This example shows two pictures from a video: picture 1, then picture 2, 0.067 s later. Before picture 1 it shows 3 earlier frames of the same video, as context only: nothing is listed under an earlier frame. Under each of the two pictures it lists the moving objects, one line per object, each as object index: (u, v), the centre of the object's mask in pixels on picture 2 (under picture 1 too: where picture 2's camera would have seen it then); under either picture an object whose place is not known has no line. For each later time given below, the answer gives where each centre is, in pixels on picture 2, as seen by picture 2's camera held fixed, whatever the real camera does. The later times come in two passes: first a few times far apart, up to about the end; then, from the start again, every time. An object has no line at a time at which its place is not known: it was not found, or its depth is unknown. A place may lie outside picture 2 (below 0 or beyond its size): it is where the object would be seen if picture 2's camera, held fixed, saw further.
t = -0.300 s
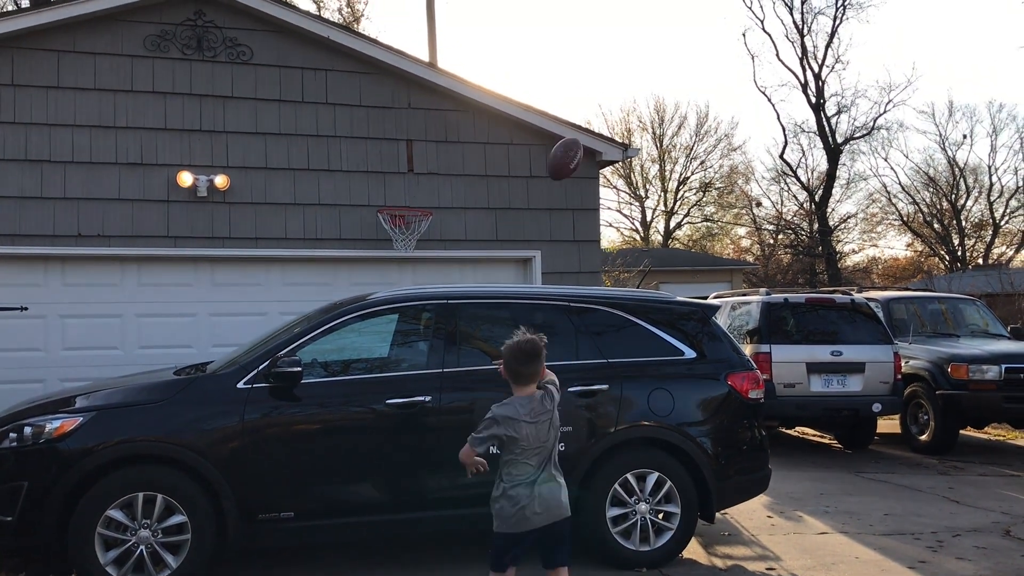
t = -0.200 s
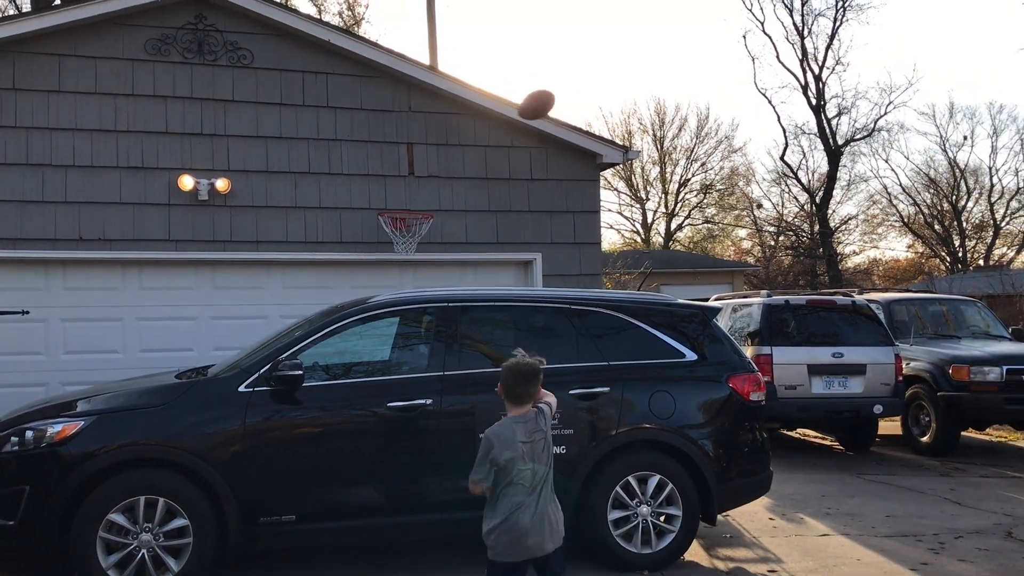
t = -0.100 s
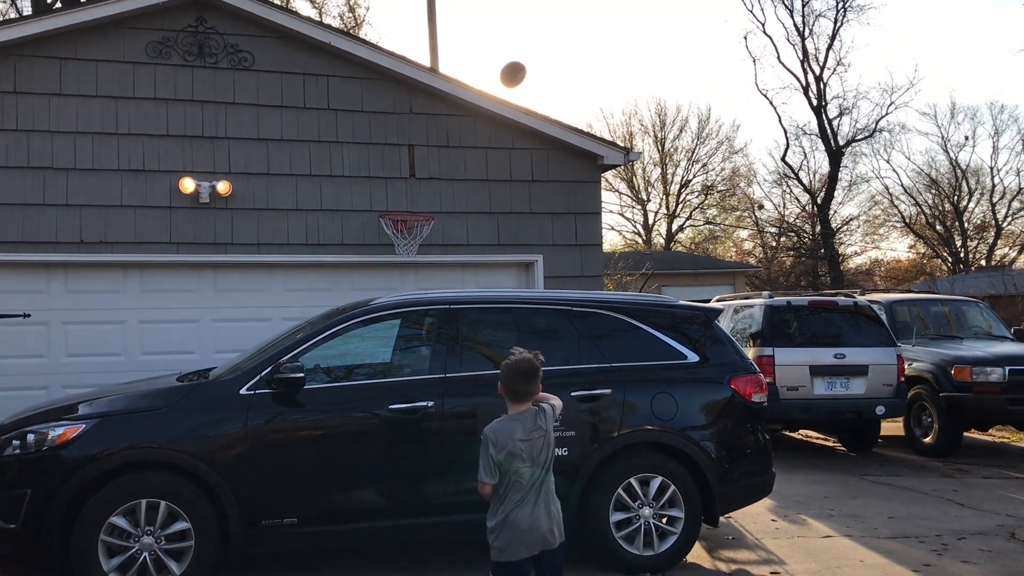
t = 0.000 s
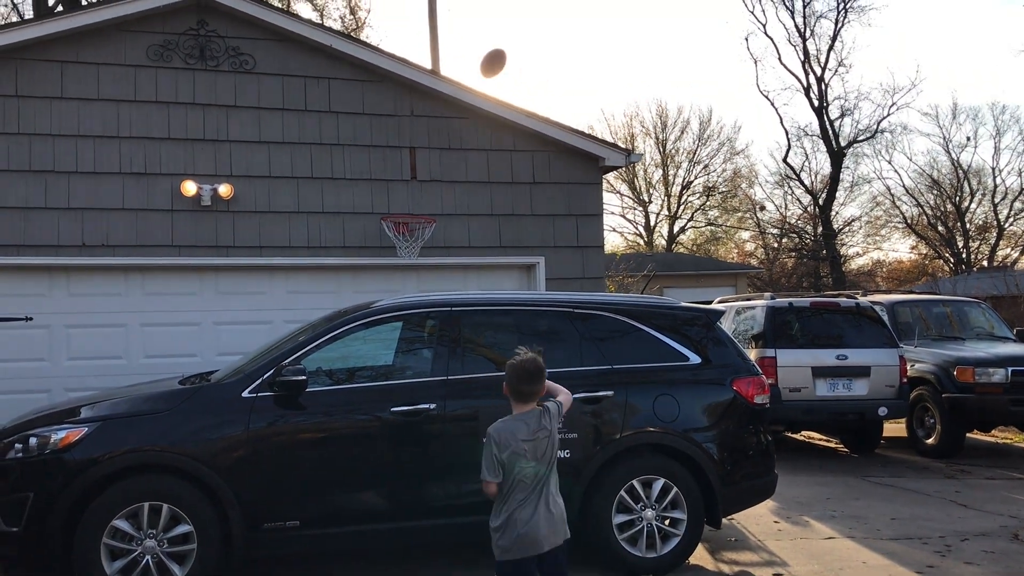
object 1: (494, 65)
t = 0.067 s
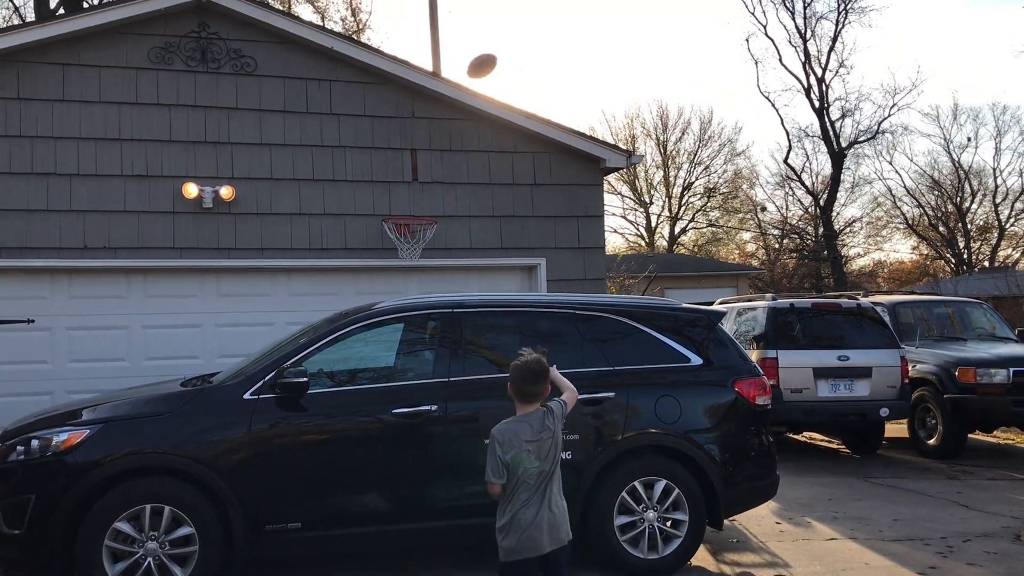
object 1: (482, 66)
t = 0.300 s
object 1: (446, 108)
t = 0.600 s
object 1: (415, 213)
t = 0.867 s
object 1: (390, 154)
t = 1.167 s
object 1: (364, 180)
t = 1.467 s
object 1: (318, 306)
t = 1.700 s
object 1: (217, 330)
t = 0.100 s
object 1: (476, 68)
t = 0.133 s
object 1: (470, 72)
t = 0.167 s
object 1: (465, 77)
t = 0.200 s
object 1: (460, 84)
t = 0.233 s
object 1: (456, 91)
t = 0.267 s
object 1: (451, 99)
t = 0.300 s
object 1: (446, 108)
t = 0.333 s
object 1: (442, 118)
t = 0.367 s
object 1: (438, 129)
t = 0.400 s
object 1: (434, 141)
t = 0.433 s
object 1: (430, 154)
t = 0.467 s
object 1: (427, 168)
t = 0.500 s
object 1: (422, 181)
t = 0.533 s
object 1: (419, 196)
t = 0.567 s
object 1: (417, 210)
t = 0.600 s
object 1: (415, 213)
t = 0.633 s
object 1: (411, 205)
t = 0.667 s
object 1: (408, 194)
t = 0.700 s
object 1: (405, 184)
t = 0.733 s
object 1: (403, 176)
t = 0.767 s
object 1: (399, 169)
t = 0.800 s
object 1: (396, 163)
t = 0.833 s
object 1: (393, 158)
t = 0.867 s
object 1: (390, 154)
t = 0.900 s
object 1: (387, 152)
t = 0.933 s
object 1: (384, 151)
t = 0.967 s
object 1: (381, 151)
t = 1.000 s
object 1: (379, 152)
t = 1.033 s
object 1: (376, 155)
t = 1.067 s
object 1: (373, 159)
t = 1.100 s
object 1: (370, 164)
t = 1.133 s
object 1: (367, 171)
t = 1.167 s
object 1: (364, 180)
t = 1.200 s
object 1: (361, 191)
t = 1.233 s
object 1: (357, 203)
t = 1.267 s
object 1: (353, 216)
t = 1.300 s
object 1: (350, 231)
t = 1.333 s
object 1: (346, 247)
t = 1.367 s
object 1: (340, 266)
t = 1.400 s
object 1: (336, 286)
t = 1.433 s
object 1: (330, 306)
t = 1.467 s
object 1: (318, 306)
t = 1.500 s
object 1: (304, 305)
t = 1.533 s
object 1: (291, 305)
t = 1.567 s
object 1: (277, 306)
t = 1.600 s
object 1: (262, 309)
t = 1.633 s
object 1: (247, 315)
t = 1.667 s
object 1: (232, 321)
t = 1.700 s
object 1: (217, 330)
